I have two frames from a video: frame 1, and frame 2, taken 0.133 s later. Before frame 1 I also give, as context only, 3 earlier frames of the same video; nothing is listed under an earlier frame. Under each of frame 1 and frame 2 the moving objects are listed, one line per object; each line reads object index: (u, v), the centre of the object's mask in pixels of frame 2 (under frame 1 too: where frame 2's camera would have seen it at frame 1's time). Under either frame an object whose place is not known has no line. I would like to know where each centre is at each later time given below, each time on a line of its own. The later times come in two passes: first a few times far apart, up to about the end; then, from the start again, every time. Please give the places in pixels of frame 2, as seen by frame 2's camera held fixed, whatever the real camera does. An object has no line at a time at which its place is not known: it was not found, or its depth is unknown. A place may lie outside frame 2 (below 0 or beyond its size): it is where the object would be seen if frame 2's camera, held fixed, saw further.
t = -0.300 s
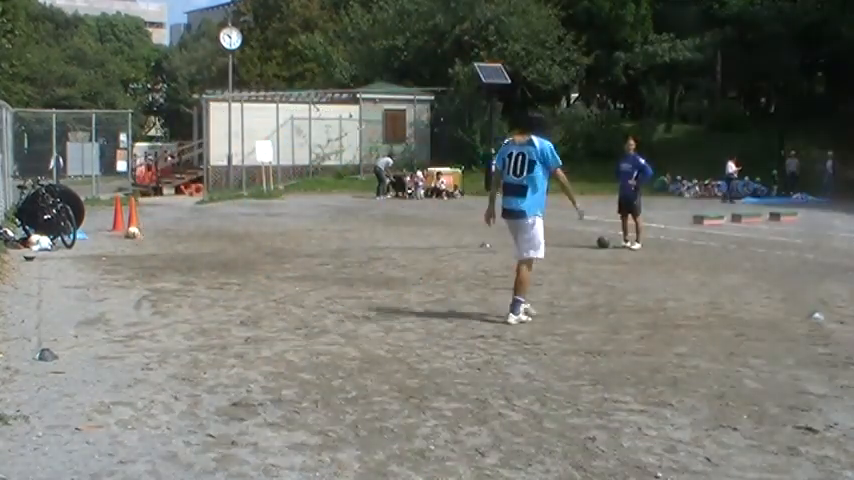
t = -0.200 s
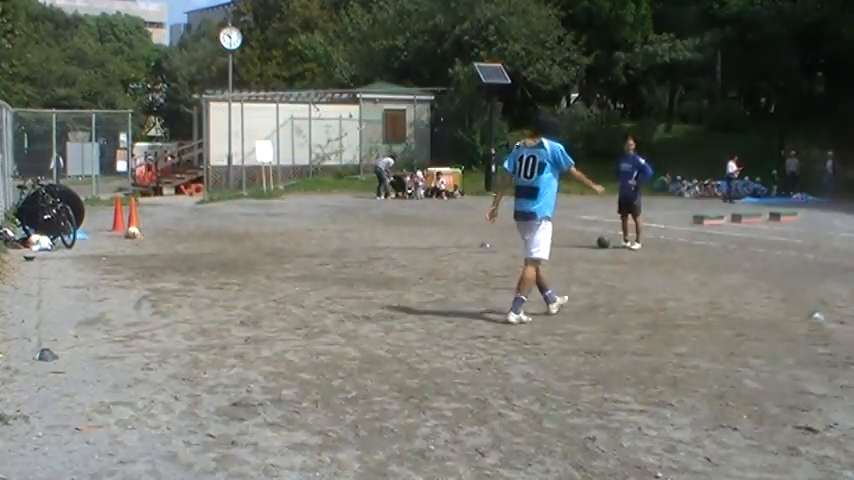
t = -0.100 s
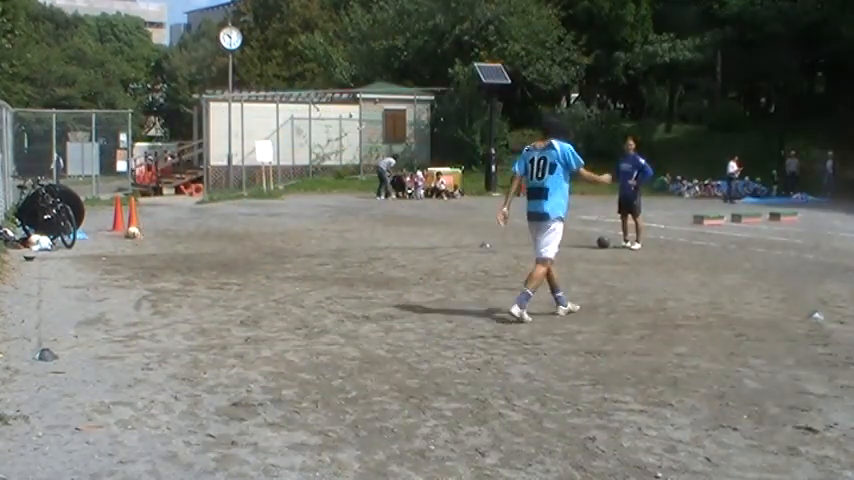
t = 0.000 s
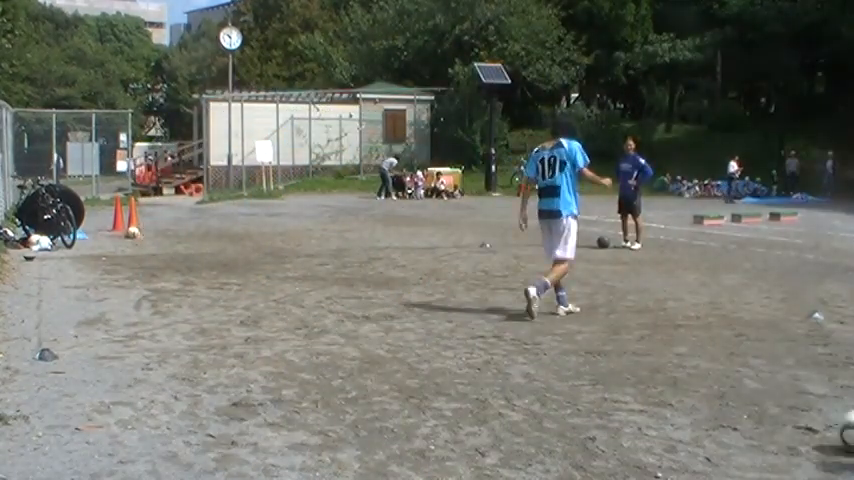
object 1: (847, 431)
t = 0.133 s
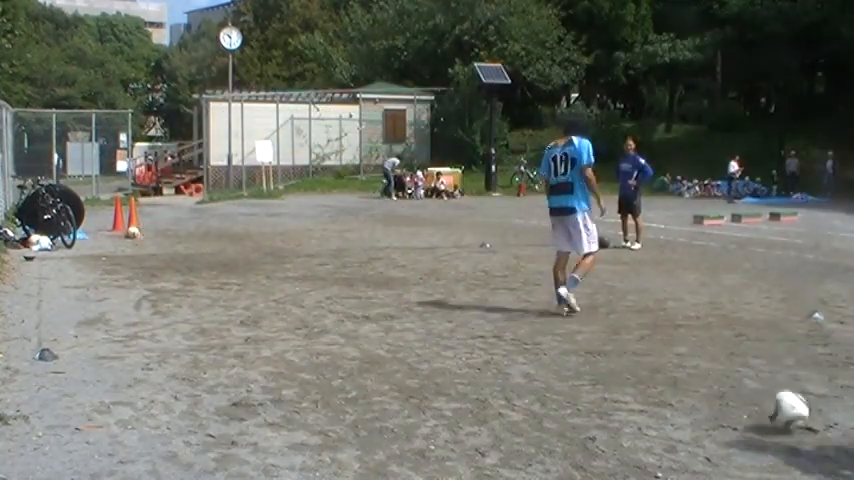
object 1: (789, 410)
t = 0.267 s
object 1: (724, 394)
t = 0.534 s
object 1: (625, 365)
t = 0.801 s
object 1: (546, 348)
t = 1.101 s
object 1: (474, 330)
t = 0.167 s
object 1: (771, 408)
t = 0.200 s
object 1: (755, 403)
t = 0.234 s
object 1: (740, 398)
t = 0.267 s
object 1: (724, 394)
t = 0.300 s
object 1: (711, 391)
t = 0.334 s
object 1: (697, 387)
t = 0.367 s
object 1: (683, 381)
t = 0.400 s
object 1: (671, 378)
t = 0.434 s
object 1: (659, 376)
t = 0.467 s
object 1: (647, 375)
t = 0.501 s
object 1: (635, 369)
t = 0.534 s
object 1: (625, 365)
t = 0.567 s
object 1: (614, 363)
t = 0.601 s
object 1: (604, 362)
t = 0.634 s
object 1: (593, 361)
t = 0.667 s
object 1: (583, 357)
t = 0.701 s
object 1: (574, 355)
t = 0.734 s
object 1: (564, 353)
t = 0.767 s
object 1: (556, 350)
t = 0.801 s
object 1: (546, 348)
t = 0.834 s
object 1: (538, 346)
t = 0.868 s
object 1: (530, 343)
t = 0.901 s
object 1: (521, 341)
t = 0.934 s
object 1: (513, 340)
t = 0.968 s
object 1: (505, 338)
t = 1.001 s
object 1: (496, 336)
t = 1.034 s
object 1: (489, 335)
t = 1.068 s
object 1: (482, 332)
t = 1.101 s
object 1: (474, 330)
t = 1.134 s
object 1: (467, 329)
